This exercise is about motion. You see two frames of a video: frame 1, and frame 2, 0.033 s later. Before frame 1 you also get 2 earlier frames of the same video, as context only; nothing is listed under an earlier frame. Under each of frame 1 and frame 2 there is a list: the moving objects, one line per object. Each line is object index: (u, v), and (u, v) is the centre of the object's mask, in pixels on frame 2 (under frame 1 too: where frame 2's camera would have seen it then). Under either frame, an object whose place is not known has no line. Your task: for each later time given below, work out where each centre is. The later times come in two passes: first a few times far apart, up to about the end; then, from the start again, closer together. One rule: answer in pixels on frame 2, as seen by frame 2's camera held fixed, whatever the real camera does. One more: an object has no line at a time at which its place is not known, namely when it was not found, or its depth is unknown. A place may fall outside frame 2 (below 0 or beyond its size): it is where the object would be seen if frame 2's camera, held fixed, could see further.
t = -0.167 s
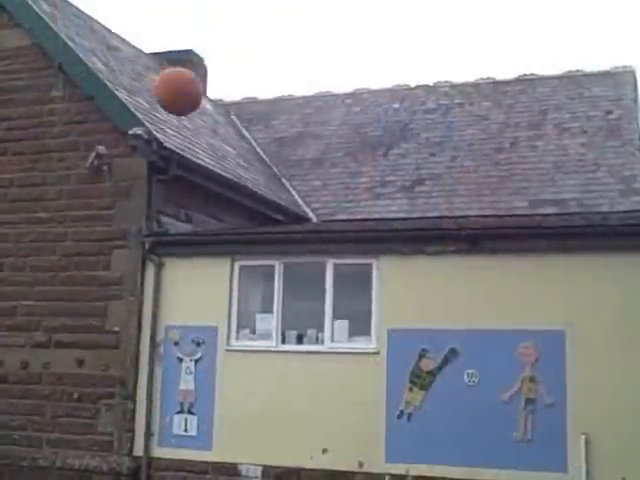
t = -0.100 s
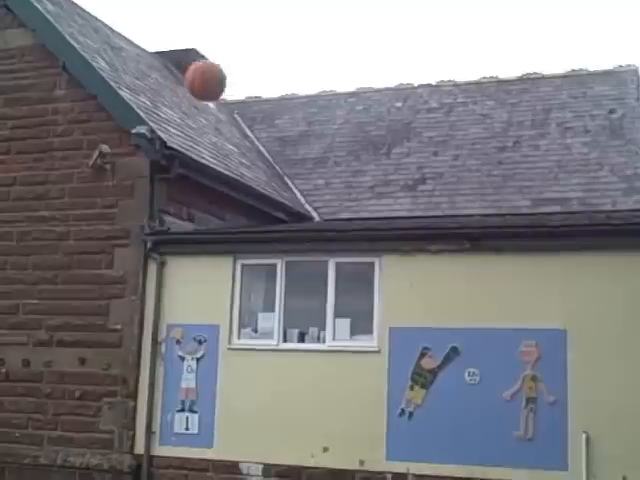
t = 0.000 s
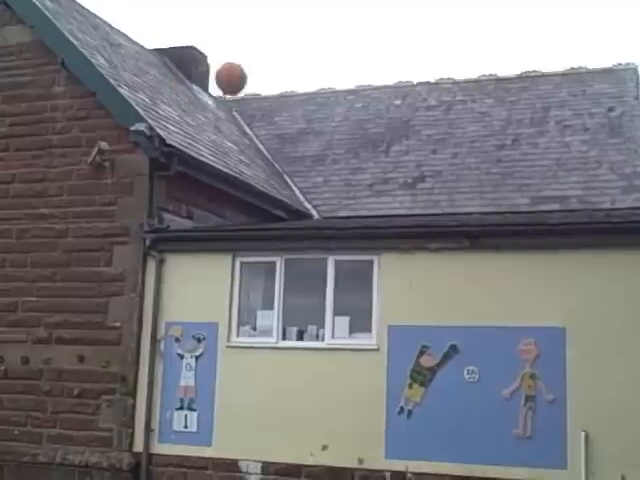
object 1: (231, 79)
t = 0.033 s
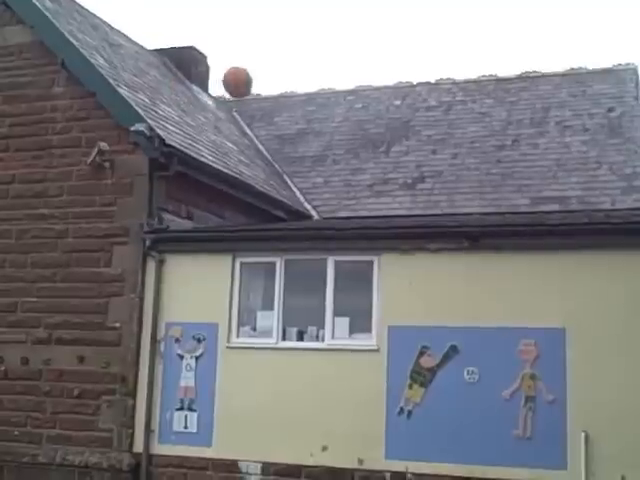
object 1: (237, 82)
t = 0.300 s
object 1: (269, 136)
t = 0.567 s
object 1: (288, 216)
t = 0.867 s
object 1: (290, 174)
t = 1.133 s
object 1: (290, 184)
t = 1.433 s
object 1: (318, 187)
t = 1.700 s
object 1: (332, 169)
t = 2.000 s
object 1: (340, 163)
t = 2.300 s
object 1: (347, 177)
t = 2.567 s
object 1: (348, 183)
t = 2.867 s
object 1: (346, 208)
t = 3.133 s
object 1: (341, 209)
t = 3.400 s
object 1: (332, 211)
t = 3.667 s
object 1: (321, 209)
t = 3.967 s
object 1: (303, 213)
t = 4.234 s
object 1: (285, 213)
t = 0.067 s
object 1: (243, 86)
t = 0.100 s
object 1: (248, 91)
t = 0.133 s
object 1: (253, 97)
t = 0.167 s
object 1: (255, 104)
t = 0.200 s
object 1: (260, 110)
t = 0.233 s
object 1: (264, 118)
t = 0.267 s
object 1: (267, 127)
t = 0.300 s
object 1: (269, 136)
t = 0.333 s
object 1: (274, 145)
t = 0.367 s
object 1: (276, 154)
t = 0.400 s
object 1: (279, 164)
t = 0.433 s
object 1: (280, 174)
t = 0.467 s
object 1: (282, 184)
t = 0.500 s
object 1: (282, 196)
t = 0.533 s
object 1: (286, 206)
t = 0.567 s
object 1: (288, 216)
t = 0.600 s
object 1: (289, 210)
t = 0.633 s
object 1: (290, 199)
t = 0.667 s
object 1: (288, 197)
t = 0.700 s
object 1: (289, 192)
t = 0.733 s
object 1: (290, 186)
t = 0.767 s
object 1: (288, 182)
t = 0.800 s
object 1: (289, 179)
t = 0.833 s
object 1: (291, 175)
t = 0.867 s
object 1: (290, 174)
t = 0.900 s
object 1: (290, 173)
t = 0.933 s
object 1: (290, 173)
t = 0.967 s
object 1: (290, 173)
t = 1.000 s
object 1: (290, 174)
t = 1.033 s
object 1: (290, 175)
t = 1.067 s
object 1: (290, 178)
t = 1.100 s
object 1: (290, 181)
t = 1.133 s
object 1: (290, 184)
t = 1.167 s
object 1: (289, 188)
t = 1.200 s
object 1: (291, 189)
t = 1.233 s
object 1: (294, 187)
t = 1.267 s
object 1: (297, 186)
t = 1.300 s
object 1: (302, 186)
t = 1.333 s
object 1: (304, 185)
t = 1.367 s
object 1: (310, 186)
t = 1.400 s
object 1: (313, 187)
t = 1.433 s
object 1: (318, 187)
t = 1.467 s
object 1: (321, 191)
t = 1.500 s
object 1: (326, 196)
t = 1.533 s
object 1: (327, 195)
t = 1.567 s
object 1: (328, 186)
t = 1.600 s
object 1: (329, 181)
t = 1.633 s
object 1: (330, 178)
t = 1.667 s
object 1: (331, 174)
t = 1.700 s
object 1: (332, 169)
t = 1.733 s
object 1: (333, 166)
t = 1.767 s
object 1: (334, 164)
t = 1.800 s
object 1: (336, 162)
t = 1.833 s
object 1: (337, 162)
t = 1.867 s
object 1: (338, 161)
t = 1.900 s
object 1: (338, 161)
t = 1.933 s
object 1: (338, 162)
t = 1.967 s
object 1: (340, 162)
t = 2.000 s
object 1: (340, 163)
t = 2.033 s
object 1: (341, 164)
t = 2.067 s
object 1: (343, 166)
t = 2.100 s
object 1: (342, 169)
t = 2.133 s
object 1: (345, 176)
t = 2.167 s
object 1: (346, 180)
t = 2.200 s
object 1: (346, 183)
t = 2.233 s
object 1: (346, 178)
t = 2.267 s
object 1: (346, 178)
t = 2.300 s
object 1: (347, 177)
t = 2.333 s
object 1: (347, 175)
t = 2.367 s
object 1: (347, 174)
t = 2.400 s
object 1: (347, 174)
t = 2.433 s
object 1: (348, 175)
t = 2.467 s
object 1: (348, 176)
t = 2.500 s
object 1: (348, 177)
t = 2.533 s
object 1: (348, 181)
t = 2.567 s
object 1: (348, 183)
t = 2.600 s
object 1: (348, 186)
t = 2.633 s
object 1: (348, 191)
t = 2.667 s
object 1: (349, 196)
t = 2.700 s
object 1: (349, 202)
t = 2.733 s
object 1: (349, 206)
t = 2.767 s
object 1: (348, 205)
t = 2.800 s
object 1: (348, 205)
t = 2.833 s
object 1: (347, 206)
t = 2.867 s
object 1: (346, 208)
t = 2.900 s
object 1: (345, 210)
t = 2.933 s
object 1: (345, 210)
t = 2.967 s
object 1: (345, 210)
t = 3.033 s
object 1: (343, 207)
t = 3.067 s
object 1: (343, 208)
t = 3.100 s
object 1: (342, 208)
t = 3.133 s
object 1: (341, 209)
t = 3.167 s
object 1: (340, 211)
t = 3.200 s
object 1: (339, 211)
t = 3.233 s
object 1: (338, 211)
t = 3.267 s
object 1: (337, 209)
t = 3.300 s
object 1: (334, 208)
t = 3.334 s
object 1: (334, 209)
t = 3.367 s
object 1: (333, 209)
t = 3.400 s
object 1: (332, 211)
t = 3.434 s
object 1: (332, 214)
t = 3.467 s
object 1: (331, 212)
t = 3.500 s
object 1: (329, 210)
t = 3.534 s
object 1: (329, 210)
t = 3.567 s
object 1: (326, 209)
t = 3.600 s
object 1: (324, 208)
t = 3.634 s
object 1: (323, 208)
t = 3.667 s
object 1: (321, 209)
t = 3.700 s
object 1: (320, 210)
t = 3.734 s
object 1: (317, 214)
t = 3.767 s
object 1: (317, 212)
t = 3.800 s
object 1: (314, 210)
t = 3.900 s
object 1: (310, 209)
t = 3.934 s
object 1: (306, 211)
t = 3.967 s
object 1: (303, 213)
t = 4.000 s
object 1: (301, 215)
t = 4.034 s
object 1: (300, 213)
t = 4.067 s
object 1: (299, 212)
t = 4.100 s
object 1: (298, 210)
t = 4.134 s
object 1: (294, 210)
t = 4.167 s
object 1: (291, 209)
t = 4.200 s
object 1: (289, 210)
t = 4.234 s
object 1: (285, 213)
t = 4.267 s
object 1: (282, 215)
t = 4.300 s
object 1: (278, 215)
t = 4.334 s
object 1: (275, 215)
